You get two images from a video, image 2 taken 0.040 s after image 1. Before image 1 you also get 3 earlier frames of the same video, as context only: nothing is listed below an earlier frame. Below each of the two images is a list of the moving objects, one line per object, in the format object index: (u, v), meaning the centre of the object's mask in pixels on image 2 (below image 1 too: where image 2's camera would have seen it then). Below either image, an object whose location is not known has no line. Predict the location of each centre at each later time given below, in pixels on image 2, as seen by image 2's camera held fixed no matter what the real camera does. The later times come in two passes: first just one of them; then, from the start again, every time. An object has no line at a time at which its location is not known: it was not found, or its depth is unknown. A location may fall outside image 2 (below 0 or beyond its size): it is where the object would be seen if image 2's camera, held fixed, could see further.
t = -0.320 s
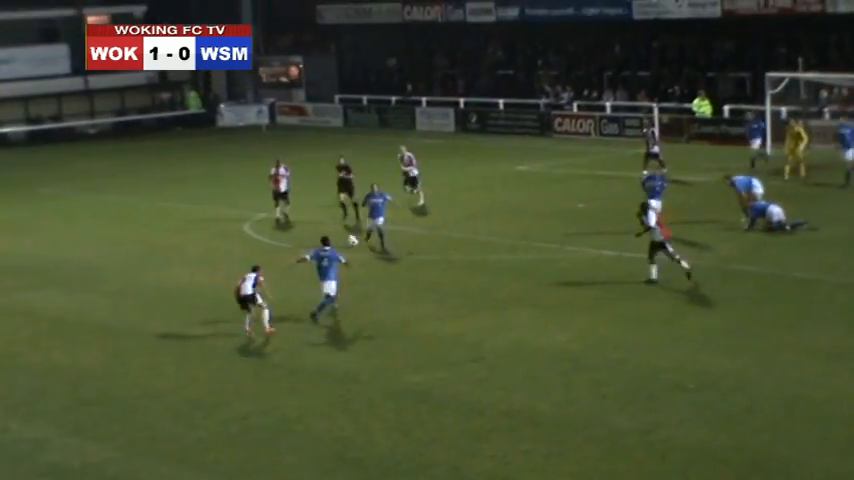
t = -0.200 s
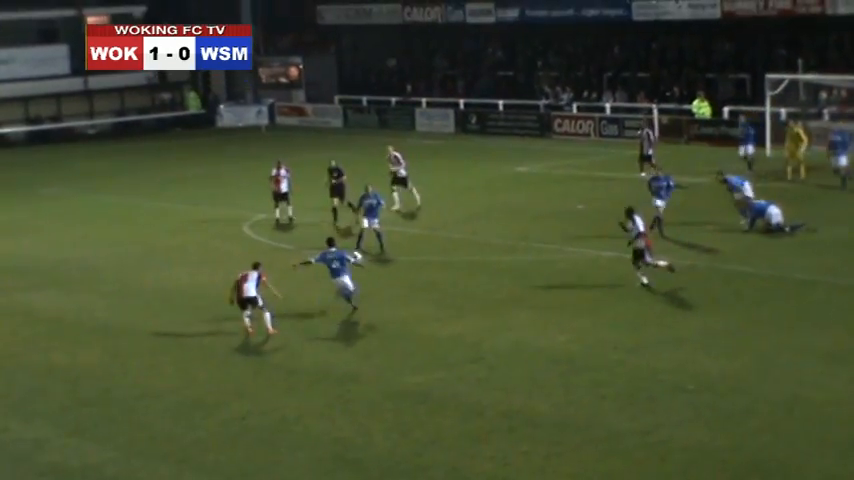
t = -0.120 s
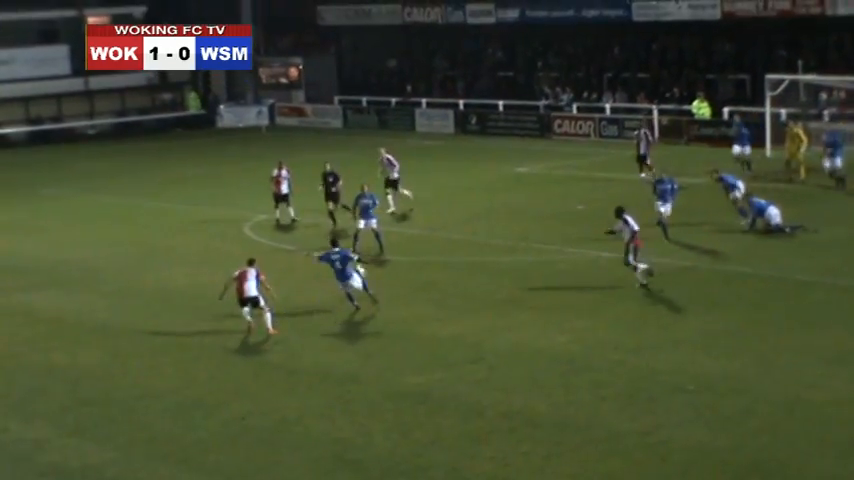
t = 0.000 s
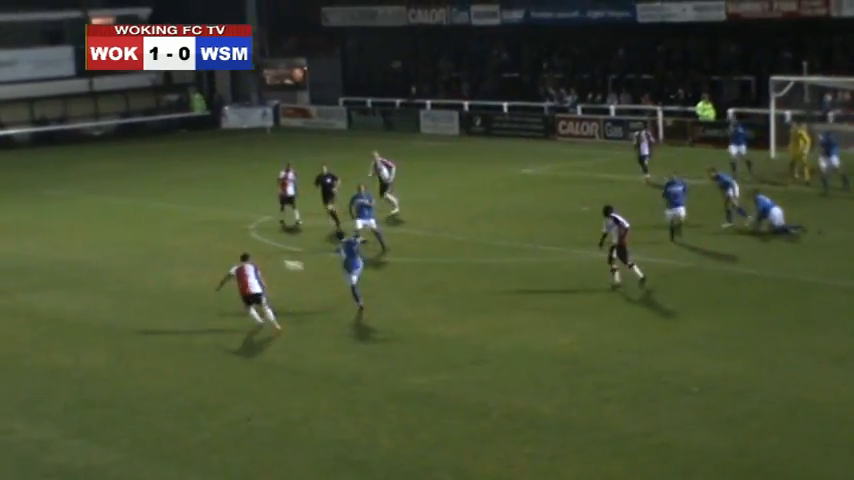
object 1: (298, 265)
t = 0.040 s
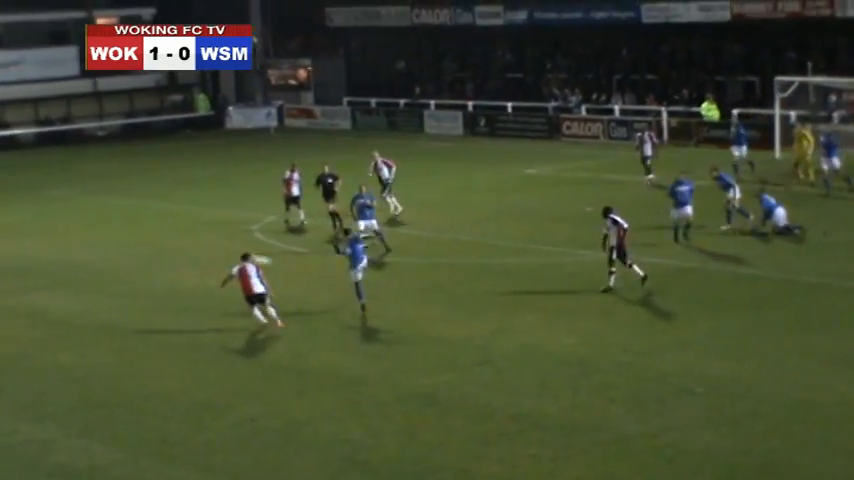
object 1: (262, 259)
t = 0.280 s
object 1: (53, 253)
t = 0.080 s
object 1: (225, 255)
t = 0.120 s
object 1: (189, 252)
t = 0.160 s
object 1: (154, 251)
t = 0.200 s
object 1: (119, 251)
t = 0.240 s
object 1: (86, 251)
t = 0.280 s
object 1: (53, 253)
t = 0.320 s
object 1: (20, 256)
